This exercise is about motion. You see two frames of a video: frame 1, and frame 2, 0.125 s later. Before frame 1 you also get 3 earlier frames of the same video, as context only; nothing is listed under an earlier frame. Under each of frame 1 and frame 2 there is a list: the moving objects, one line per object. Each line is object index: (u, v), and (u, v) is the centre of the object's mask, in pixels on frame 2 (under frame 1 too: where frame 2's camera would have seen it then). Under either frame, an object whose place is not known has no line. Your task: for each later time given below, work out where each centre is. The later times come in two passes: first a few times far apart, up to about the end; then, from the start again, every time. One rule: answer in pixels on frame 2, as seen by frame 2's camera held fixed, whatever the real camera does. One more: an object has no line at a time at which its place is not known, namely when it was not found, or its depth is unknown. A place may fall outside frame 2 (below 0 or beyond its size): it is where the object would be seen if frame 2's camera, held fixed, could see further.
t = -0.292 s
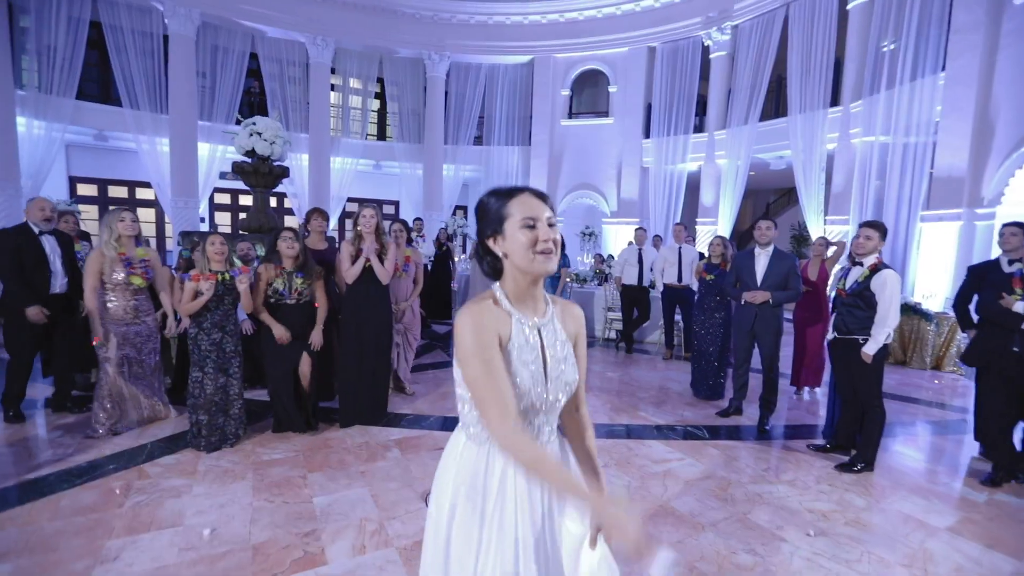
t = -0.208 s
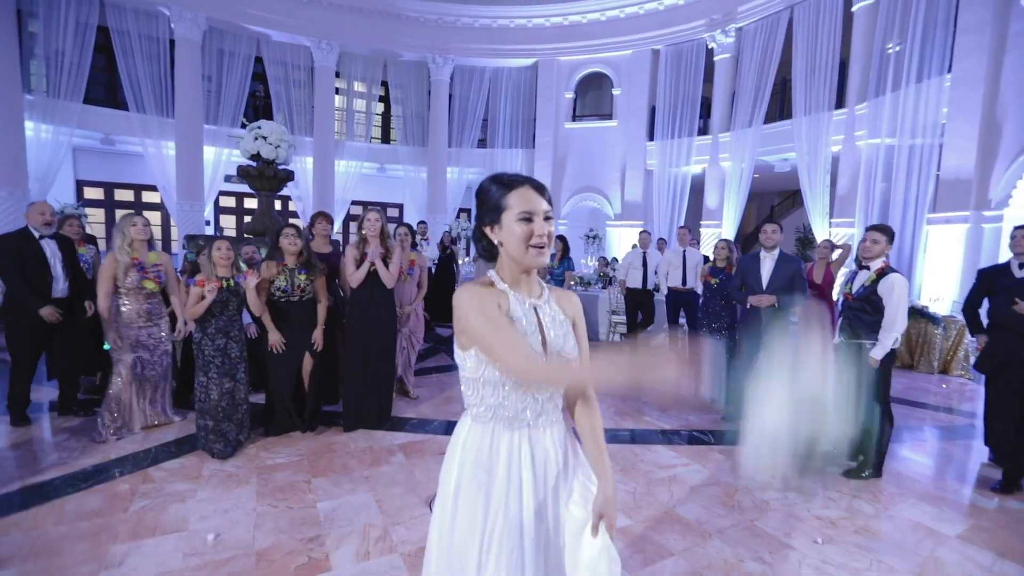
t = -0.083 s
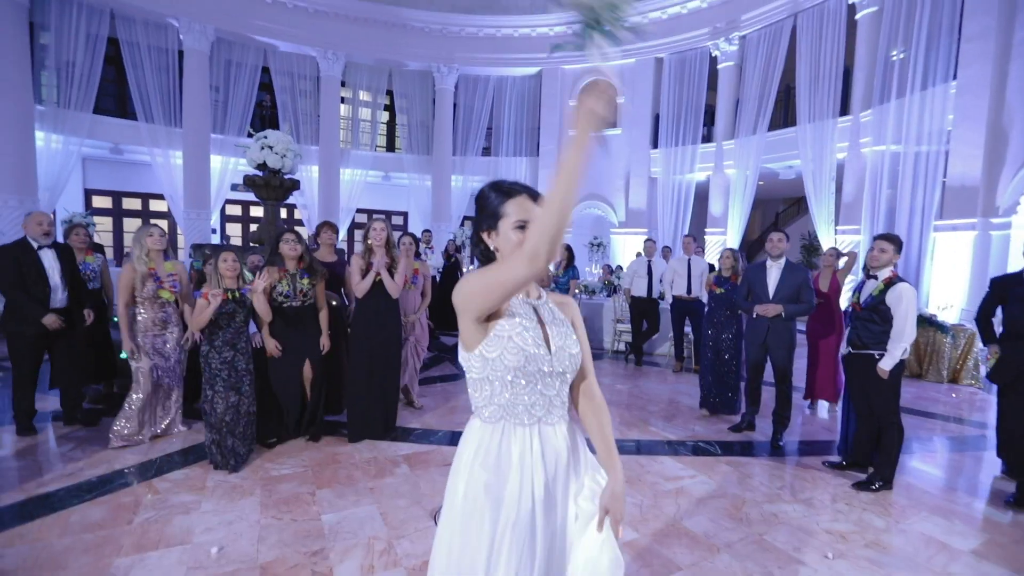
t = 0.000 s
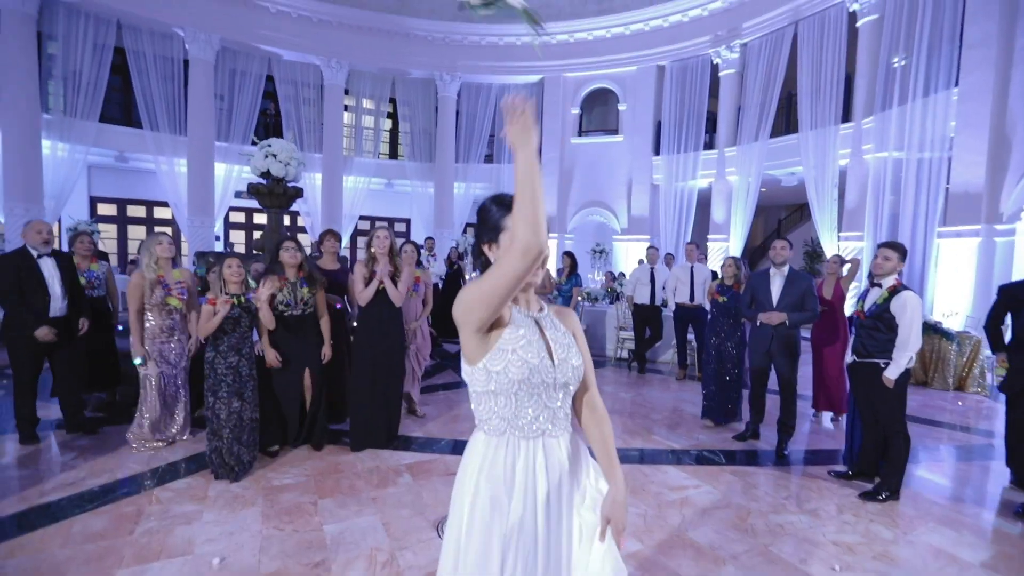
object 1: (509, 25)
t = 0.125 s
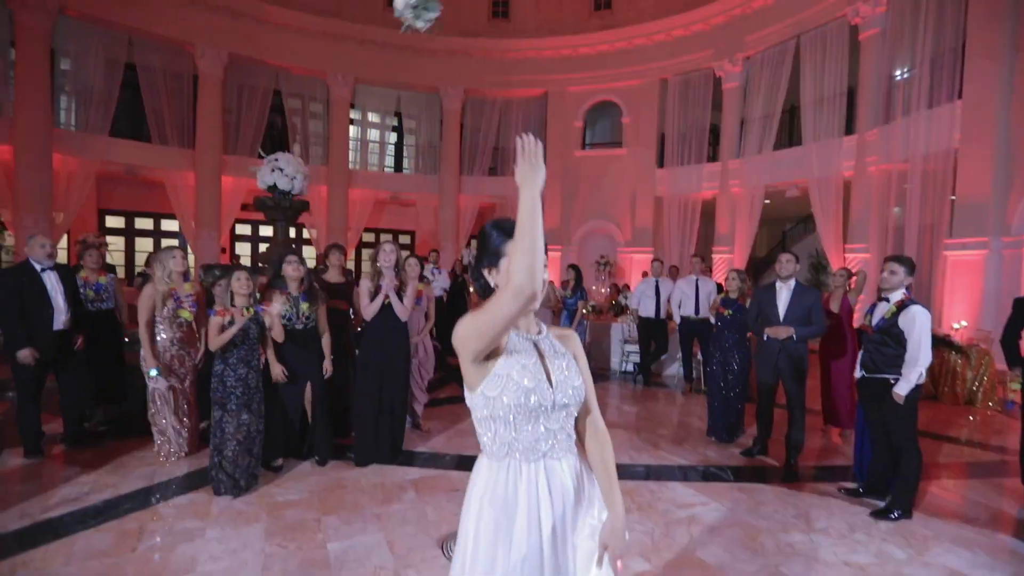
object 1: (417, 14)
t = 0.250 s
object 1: (380, 29)
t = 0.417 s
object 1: (345, 89)
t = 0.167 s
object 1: (401, 14)
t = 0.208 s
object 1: (390, 20)
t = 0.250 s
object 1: (380, 29)
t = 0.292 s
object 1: (370, 42)
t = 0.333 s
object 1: (361, 56)
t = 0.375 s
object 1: (352, 73)
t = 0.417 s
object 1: (345, 89)
